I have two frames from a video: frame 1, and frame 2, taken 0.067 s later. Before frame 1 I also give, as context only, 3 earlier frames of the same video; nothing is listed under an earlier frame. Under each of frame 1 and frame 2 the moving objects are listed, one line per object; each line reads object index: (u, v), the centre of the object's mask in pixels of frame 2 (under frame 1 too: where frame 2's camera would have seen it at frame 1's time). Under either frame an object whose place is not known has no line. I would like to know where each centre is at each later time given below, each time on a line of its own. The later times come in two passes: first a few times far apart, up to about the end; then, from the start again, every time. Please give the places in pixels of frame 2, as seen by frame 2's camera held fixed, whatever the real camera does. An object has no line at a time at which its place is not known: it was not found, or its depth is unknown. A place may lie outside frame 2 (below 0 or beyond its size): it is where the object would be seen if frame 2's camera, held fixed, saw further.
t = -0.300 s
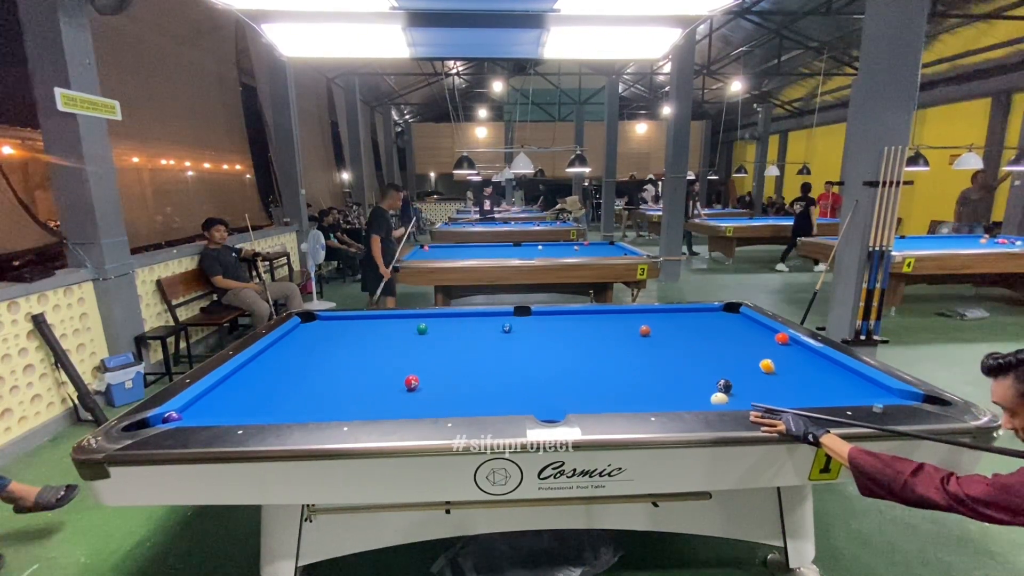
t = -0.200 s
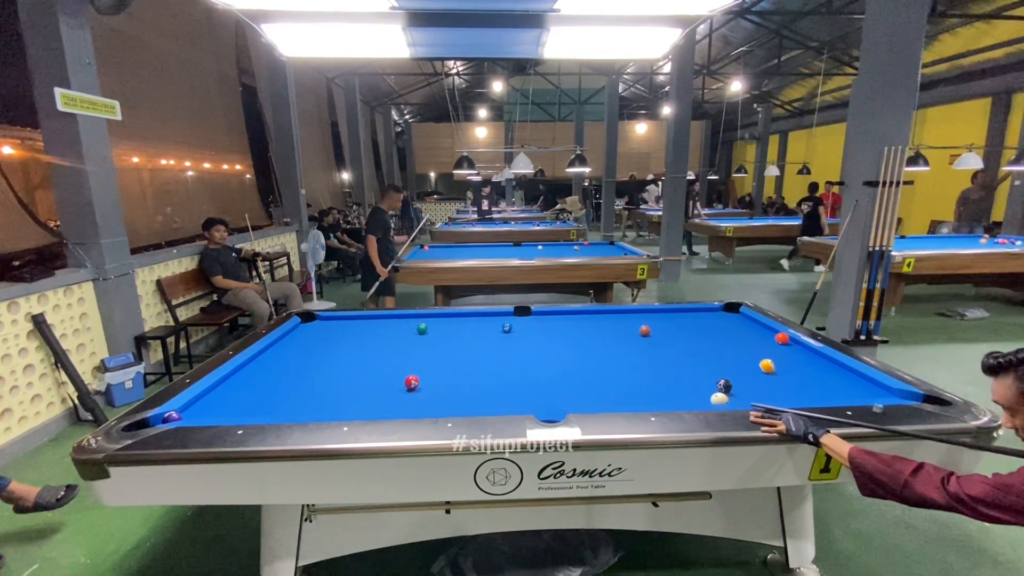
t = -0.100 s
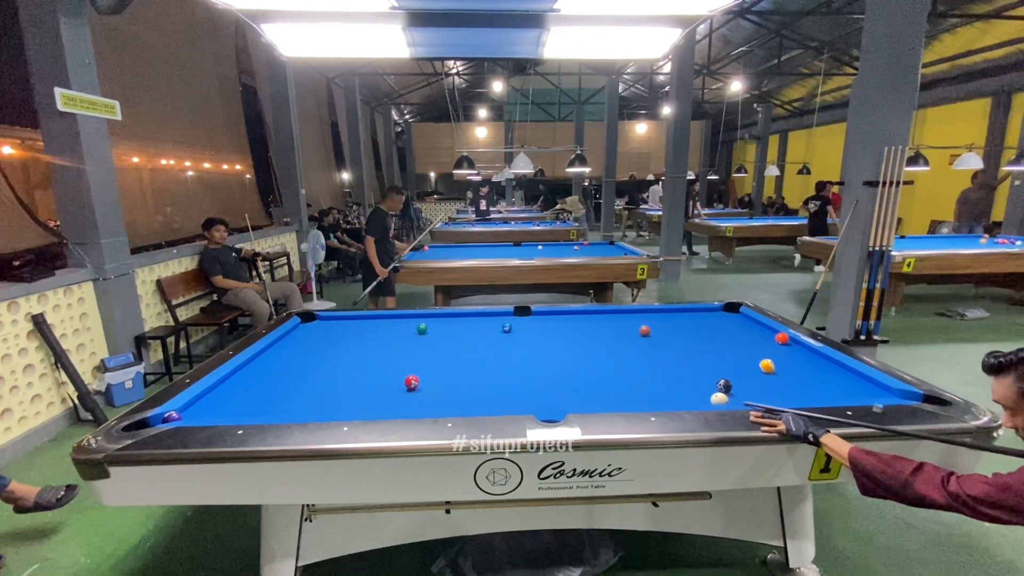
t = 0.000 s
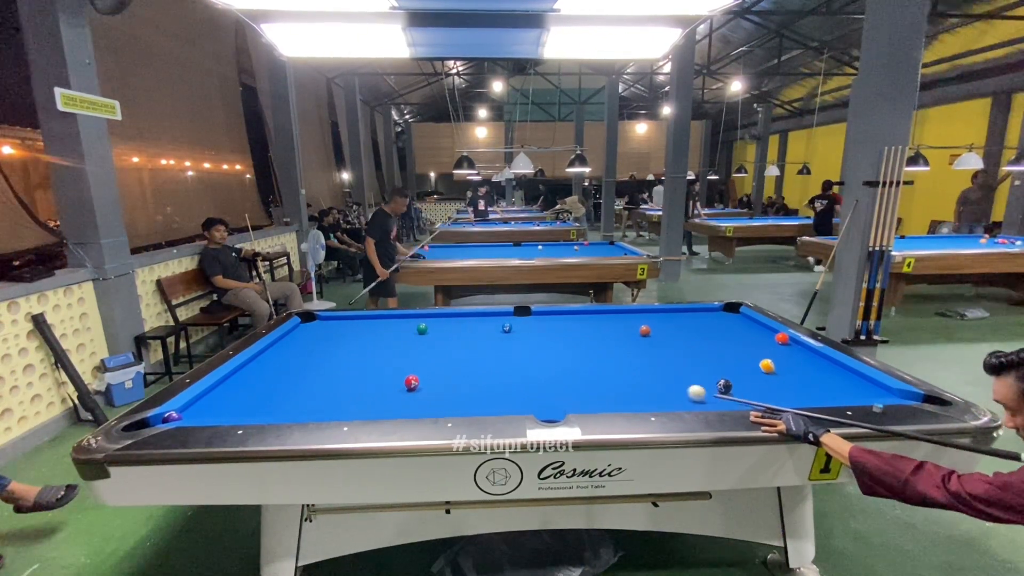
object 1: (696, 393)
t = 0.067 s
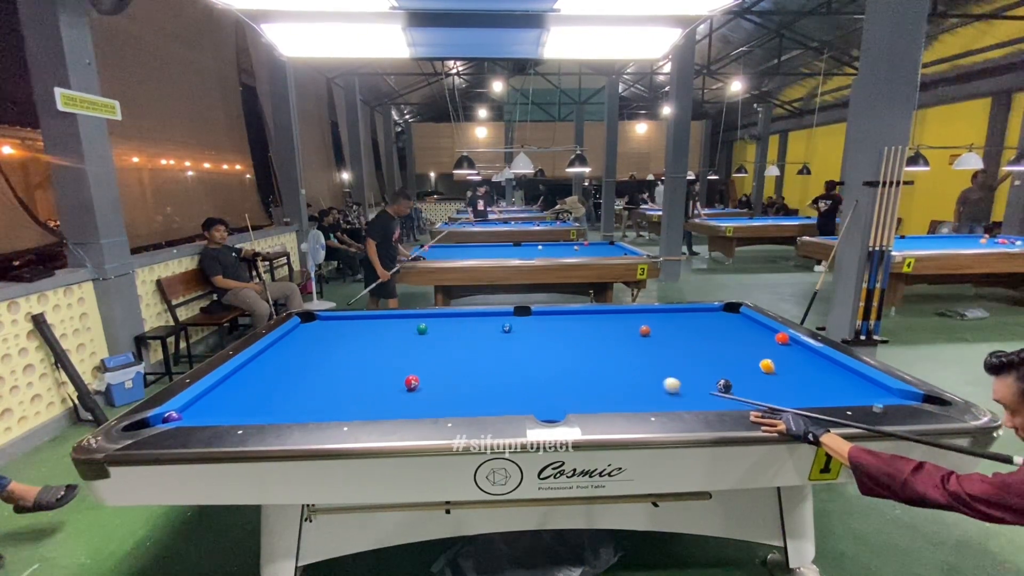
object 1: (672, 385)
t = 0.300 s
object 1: (604, 363)
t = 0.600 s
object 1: (533, 340)
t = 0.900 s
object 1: (476, 326)
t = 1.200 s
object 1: (425, 318)
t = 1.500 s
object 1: (383, 320)
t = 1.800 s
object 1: (341, 325)
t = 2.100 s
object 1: (298, 331)
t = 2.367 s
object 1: (303, 336)
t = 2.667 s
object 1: (321, 342)
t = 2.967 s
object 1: (339, 347)
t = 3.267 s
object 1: (357, 353)
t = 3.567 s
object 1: (375, 359)
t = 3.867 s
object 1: (393, 365)
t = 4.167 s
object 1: (411, 369)
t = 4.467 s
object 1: (428, 376)
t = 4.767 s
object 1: (445, 382)
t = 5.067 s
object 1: (462, 388)
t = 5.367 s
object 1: (477, 394)
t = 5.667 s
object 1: (492, 399)
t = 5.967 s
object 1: (506, 402)
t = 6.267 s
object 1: (518, 405)
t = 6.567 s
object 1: (524, 403)
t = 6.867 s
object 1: (528, 402)
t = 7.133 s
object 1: (530, 402)
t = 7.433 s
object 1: (531, 402)
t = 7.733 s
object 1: (530, 402)
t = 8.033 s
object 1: (531, 402)
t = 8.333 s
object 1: (531, 402)
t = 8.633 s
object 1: (531, 402)
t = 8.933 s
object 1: (531, 402)
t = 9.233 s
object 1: (531, 402)
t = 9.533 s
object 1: (531, 402)
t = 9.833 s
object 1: (531, 402)
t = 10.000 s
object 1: (531, 402)
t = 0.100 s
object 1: (660, 382)
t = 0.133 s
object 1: (654, 380)
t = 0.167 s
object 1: (643, 376)
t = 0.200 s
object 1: (633, 373)
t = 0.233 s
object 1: (623, 369)
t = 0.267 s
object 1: (613, 366)
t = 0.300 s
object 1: (604, 363)
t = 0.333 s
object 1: (595, 360)
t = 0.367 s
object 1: (586, 357)
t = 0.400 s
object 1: (578, 355)
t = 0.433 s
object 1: (570, 352)
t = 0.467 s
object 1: (562, 350)
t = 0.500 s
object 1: (554, 347)
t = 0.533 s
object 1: (547, 345)
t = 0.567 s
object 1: (540, 342)
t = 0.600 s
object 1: (533, 340)
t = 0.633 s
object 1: (527, 338)
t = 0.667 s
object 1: (520, 336)
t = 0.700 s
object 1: (514, 334)
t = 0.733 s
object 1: (508, 332)
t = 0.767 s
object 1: (502, 330)
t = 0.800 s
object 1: (495, 329)
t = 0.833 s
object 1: (489, 328)
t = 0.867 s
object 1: (482, 327)
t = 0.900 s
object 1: (476, 326)
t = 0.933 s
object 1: (470, 325)
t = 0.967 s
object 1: (464, 324)
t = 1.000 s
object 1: (458, 323)
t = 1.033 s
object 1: (452, 322)
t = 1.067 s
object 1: (447, 322)
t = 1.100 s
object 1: (441, 320)
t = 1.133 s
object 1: (436, 320)
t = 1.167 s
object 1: (430, 319)
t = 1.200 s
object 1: (425, 318)
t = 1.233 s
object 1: (419, 317)
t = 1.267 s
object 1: (414, 316)
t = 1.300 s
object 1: (409, 316)
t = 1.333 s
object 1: (405, 317)
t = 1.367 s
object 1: (400, 317)
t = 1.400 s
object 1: (396, 318)
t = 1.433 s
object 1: (392, 318)
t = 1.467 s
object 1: (387, 319)
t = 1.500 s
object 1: (383, 320)
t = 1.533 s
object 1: (378, 320)
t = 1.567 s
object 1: (374, 321)
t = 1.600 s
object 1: (369, 321)
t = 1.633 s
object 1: (365, 322)
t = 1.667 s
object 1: (360, 323)
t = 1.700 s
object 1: (355, 323)
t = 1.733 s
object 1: (351, 324)
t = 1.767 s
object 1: (346, 325)
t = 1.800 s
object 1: (341, 325)
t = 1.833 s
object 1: (337, 326)
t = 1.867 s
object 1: (332, 326)
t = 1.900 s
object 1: (327, 327)
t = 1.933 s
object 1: (322, 328)
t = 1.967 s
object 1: (318, 328)
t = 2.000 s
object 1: (313, 329)
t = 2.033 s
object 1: (308, 330)
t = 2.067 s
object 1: (303, 330)
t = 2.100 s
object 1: (298, 331)
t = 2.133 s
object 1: (293, 332)
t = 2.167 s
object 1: (292, 332)
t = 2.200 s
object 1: (294, 333)
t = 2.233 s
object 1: (296, 333)
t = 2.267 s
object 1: (297, 334)
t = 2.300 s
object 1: (299, 335)
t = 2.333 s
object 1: (301, 336)
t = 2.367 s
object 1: (303, 336)
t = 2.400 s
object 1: (305, 337)
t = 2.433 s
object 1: (307, 337)
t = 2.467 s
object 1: (309, 338)
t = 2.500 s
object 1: (311, 338)
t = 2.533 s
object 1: (313, 339)
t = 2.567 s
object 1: (315, 340)
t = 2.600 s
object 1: (317, 340)
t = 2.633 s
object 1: (319, 341)
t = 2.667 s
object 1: (321, 342)
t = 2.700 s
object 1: (323, 342)
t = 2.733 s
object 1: (325, 343)
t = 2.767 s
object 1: (327, 343)
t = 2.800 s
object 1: (329, 344)
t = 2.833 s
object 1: (331, 345)
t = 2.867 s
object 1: (333, 345)
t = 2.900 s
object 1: (335, 346)
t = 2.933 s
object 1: (337, 347)
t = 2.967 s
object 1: (339, 347)
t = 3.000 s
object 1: (341, 348)
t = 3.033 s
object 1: (343, 349)
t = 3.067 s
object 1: (345, 349)
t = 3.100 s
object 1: (347, 350)
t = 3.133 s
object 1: (349, 350)
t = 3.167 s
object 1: (351, 351)
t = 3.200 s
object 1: (353, 352)
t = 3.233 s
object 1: (355, 352)
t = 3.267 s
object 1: (357, 353)
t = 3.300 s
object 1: (359, 354)
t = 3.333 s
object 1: (361, 354)
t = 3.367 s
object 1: (363, 355)
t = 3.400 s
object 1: (365, 356)
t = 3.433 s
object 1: (367, 356)
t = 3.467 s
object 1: (369, 357)
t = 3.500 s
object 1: (371, 358)
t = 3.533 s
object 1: (373, 358)
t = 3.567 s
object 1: (375, 359)
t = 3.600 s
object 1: (377, 360)
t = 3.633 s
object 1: (379, 360)
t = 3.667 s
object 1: (381, 361)
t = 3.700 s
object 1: (383, 361)
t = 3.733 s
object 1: (385, 362)
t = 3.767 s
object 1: (387, 363)
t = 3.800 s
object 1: (389, 363)
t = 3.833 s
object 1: (391, 364)
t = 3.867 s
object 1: (393, 365)
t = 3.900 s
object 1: (395, 365)
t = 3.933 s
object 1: (397, 366)
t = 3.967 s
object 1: (399, 367)
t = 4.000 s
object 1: (401, 367)
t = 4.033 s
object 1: (403, 368)
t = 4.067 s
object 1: (405, 369)
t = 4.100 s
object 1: (407, 369)
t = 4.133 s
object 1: (409, 369)
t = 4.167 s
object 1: (411, 369)
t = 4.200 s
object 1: (413, 370)
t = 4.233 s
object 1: (415, 370)
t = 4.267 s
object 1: (417, 371)
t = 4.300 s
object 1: (420, 372)
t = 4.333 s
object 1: (421, 373)
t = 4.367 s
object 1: (423, 374)
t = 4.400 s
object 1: (425, 375)
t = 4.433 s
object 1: (427, 376)
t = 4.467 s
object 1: (428, 376)
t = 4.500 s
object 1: (430, 377)
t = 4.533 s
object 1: (432, 378)
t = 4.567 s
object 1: (434, 379)
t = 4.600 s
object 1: (436, 379)
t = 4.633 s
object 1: (438, 380)
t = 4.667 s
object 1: (440, 380)
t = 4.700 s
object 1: (442, 381)
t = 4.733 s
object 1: (443, 382)
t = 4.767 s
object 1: (445, 382)
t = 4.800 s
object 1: (447, 383)
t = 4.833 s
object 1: (449, 384)
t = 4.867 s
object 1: (451, 384)
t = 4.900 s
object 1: (453, 385)
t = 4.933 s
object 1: (455, 386)
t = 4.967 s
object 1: (456, 386)
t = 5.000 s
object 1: (458, 387)
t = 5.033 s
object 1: (460, 387)
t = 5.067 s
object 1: (462, 388)
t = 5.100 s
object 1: (464, 389)
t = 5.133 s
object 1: (465, 389)
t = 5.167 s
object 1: (467, 390)
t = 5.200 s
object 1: (469, 391)
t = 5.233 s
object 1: (471, 391)
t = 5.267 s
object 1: (472, 392)
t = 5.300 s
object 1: (474, 392)
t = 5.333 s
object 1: (476, 393)
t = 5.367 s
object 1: (477, 394)
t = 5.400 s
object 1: (479, 394)
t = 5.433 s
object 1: (481, 395)
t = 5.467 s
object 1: (482, 395)
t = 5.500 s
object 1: (484, 396)
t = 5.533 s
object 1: (486, 397)
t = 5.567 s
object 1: (487, 397)
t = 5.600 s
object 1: (489, 398)
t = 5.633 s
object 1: (491, 398)
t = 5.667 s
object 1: (492, 399)
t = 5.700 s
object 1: (494, 400)
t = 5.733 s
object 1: (495, 400)
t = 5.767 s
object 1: (497, 400)
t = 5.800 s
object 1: (499, 401)
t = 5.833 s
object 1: (500, 401)
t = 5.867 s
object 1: (502, 401)
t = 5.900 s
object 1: (503, 402)
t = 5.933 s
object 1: (505, 402)
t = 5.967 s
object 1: (506, 402)
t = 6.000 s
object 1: (507, 402)
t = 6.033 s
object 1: (509, 403)
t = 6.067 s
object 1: (510, 403)
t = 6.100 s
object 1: (511, 403)
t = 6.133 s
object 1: (513, 404)
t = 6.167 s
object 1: (514, 404)
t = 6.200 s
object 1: (516, 404)
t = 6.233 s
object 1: (517, 405)
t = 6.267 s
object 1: (518, 405)
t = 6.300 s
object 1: (518, 404)
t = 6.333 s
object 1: (519, 404)
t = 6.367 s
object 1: (520, 404)
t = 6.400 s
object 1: (521, 404)
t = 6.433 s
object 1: (521, 404)
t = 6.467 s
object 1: (522, 404)
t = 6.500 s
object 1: (523, 404)
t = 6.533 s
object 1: (523, 403)
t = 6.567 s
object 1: (524, 403)
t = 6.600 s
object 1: (524, 403)
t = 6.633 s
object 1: (525, 403)
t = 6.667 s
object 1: (525, 403)
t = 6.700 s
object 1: (526, 403)
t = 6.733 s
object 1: (526, 402)
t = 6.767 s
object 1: (527, 402)
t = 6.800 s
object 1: (527, 402)
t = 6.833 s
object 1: (528, 402)
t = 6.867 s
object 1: (528, 402)
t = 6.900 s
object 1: (528, 402)
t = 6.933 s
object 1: (529, 402)
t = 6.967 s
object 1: (529, 402)
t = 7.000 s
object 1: (529, 402)
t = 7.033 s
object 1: (529, 402)
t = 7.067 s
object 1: (530, 402)
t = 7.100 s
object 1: (530, 402)
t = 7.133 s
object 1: (530, 402)
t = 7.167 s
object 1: (530, 402)
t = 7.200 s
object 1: (530, 402)
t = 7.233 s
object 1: (530, 402)
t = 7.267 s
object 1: (530, 402)
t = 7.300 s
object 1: (530, 402)
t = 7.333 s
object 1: (531, 402)
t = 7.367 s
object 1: (531, 402)
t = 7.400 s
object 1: (531, 402)
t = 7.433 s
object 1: (531, 402)
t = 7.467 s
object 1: (531, 402)
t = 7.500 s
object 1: (531, 402)
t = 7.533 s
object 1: (531, 402)
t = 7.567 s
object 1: (531, 402)
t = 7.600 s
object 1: (531, 402)
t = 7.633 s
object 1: (531, 402)
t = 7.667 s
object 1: (530, 402)
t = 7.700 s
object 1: (530, 402)
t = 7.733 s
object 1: (530, 402)
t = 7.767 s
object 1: (531, 402)
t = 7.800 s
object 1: (530, 402)
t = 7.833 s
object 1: (530, 402)
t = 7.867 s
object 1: (530, 402)
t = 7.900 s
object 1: (531, 402)
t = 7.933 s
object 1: (531, 402)
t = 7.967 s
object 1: (531, 402)
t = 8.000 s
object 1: (531, 402)
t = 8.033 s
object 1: (531, 402)
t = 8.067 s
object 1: (531, 402)
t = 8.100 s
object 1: (531, 402)
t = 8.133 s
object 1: (531, 402)
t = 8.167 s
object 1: (531, 402)
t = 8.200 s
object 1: (531, 402)
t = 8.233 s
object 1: (531, 402)
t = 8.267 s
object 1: (531, 402)
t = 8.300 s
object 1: (531, 402)
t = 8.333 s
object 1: (531, 402)
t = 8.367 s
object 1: (531, 402)
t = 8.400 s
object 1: (531, 402)
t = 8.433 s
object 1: (531, 402)
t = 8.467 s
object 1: (531, 402)
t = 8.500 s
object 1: (531, 402)
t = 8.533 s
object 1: (531, 402)
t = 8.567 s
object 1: (531, 402)
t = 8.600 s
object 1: (531, 402)
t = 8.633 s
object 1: (531, 402)
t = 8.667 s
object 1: (531, 402)
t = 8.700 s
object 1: (531, 402)
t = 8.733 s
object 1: (531, 402)
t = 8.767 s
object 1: (531, 402)
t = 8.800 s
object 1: (531, 402)
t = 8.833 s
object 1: (531, 402)
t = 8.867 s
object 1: (531, 402)
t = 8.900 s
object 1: (531, 402)
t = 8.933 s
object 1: (531, 402)
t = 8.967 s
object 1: (531, 402)
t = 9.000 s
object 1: (531, 402)
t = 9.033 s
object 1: (531, 402)
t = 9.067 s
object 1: (531, 402)
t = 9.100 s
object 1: (531, 402)
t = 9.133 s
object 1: (531, 402)
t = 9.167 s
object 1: (531, 402)
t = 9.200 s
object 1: (531, 402)
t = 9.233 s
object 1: (531, 402)
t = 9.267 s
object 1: (531, 402)
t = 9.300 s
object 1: (531, 402)
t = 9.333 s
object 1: (531, 402)
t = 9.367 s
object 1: (531, 402)
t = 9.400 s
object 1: (531, 402)
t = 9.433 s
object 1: (531, 402)
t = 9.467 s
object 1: (531, 402)
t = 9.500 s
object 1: (531, 402)
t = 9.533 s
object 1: (531, 402)
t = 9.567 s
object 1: (531, 402)
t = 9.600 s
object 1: (531, 402)
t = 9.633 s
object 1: (531, 402)
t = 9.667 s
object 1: (531, 402)
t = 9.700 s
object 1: (531, 402)
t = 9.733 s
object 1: (531, 402)
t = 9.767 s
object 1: (531, 402)
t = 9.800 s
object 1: (531, 402)
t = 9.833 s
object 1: (531, 402)
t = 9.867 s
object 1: (531, 402)
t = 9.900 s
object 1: (531, 402)
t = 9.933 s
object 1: (531, 402)
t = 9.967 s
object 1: (531, 402)
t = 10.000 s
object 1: (531, 402)
